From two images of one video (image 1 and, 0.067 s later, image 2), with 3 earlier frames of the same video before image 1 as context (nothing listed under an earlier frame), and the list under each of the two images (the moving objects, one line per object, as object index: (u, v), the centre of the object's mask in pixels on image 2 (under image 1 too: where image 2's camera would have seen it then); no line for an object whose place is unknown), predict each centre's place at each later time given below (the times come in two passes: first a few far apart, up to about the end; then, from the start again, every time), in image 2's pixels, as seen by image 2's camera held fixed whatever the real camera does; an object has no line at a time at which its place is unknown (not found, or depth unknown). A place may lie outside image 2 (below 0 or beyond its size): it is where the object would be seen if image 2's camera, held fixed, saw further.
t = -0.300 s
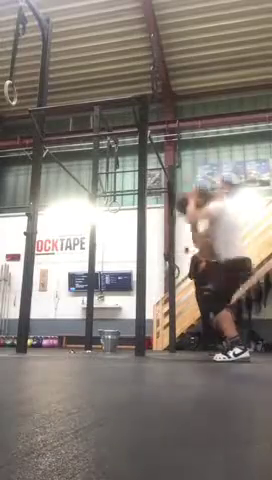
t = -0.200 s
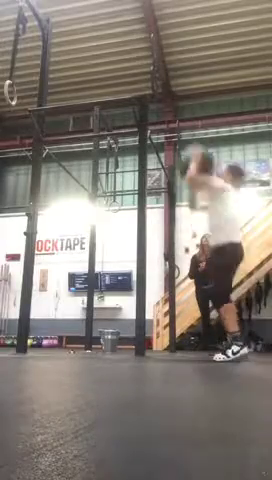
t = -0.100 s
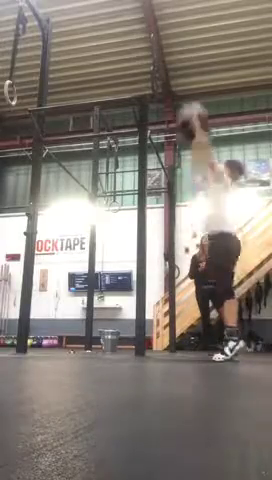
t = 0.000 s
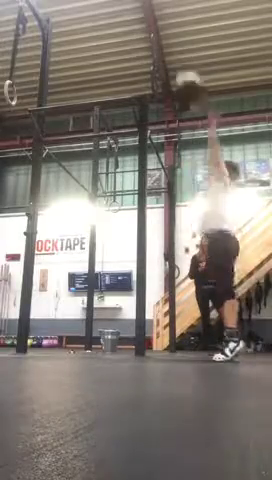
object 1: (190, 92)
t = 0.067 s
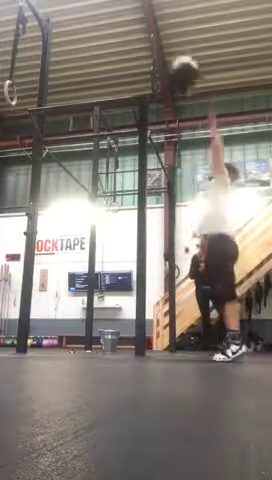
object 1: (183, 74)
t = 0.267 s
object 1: (175, 49)
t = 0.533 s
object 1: (174, 58)
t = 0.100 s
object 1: (182, 67)
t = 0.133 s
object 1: (180, 61)
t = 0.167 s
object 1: (179, 59)
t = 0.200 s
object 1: (178, 54)
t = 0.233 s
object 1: (177, 51)
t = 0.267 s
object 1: (175, 49)
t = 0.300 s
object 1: (174, 49)
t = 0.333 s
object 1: (173, 49)
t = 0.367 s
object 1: (172, 49)
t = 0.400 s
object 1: (171, 50)
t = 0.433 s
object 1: (170, 52)
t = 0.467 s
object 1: (171, 53)
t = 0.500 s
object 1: (173, 55)
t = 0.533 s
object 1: (174, 58)
